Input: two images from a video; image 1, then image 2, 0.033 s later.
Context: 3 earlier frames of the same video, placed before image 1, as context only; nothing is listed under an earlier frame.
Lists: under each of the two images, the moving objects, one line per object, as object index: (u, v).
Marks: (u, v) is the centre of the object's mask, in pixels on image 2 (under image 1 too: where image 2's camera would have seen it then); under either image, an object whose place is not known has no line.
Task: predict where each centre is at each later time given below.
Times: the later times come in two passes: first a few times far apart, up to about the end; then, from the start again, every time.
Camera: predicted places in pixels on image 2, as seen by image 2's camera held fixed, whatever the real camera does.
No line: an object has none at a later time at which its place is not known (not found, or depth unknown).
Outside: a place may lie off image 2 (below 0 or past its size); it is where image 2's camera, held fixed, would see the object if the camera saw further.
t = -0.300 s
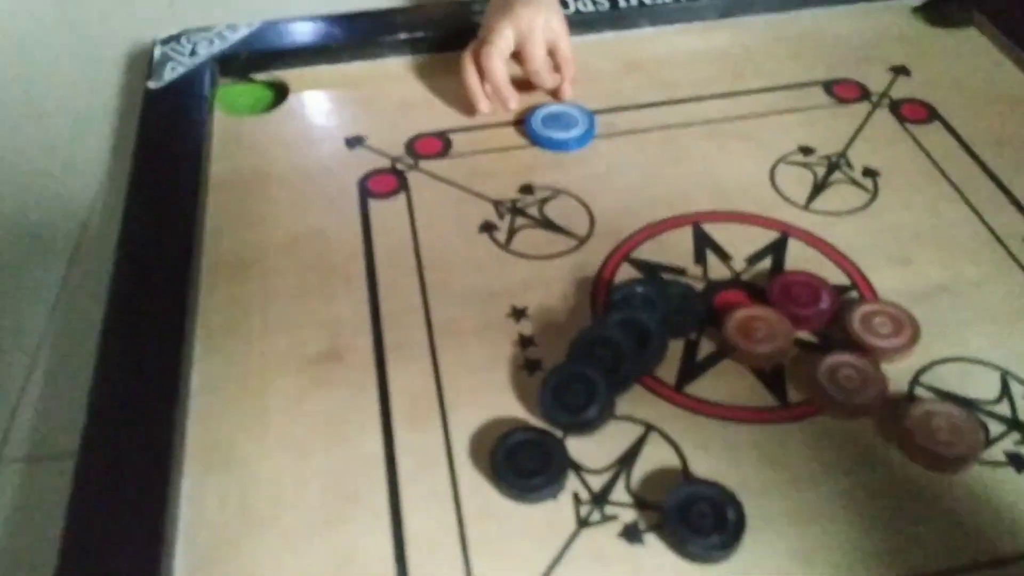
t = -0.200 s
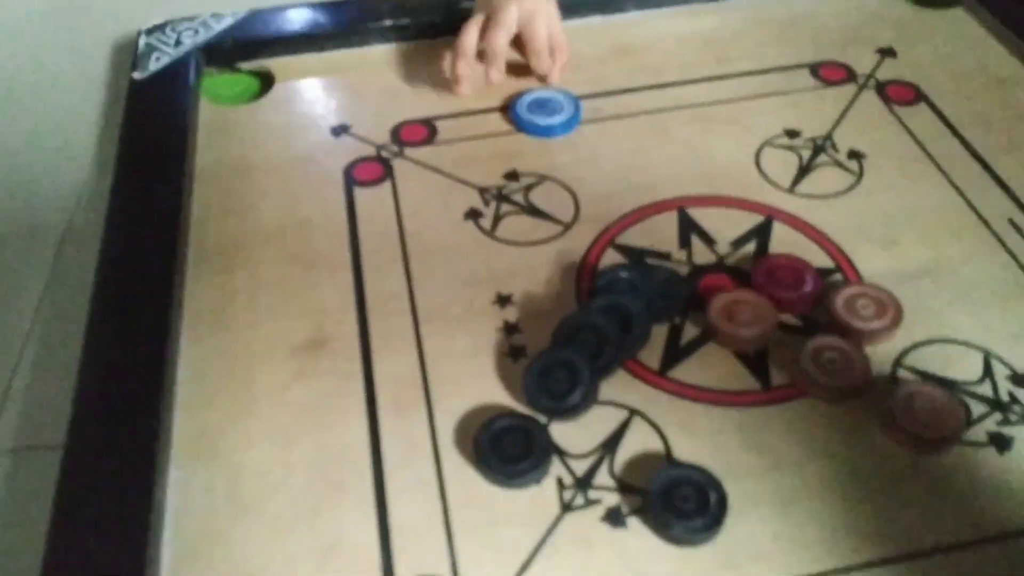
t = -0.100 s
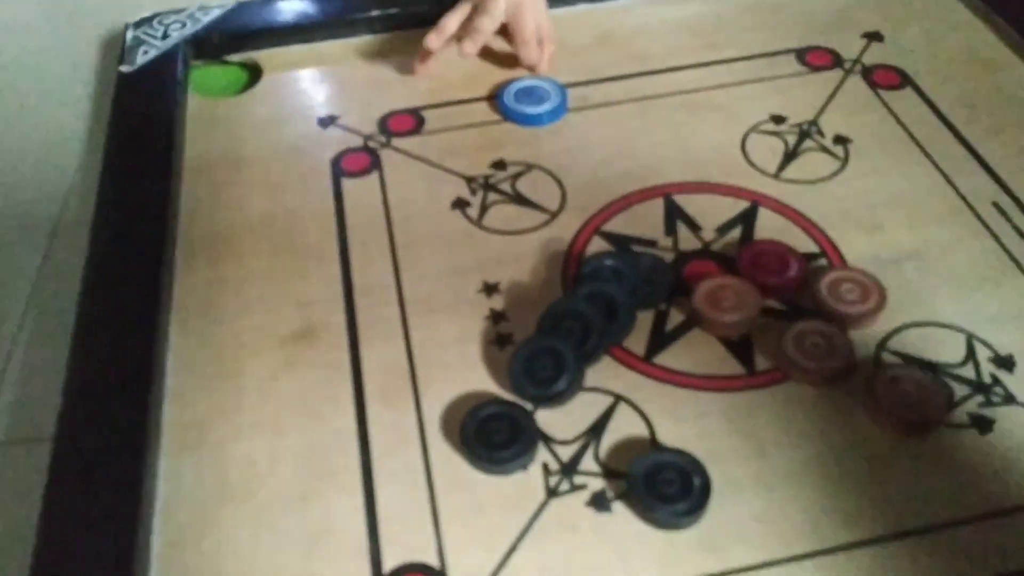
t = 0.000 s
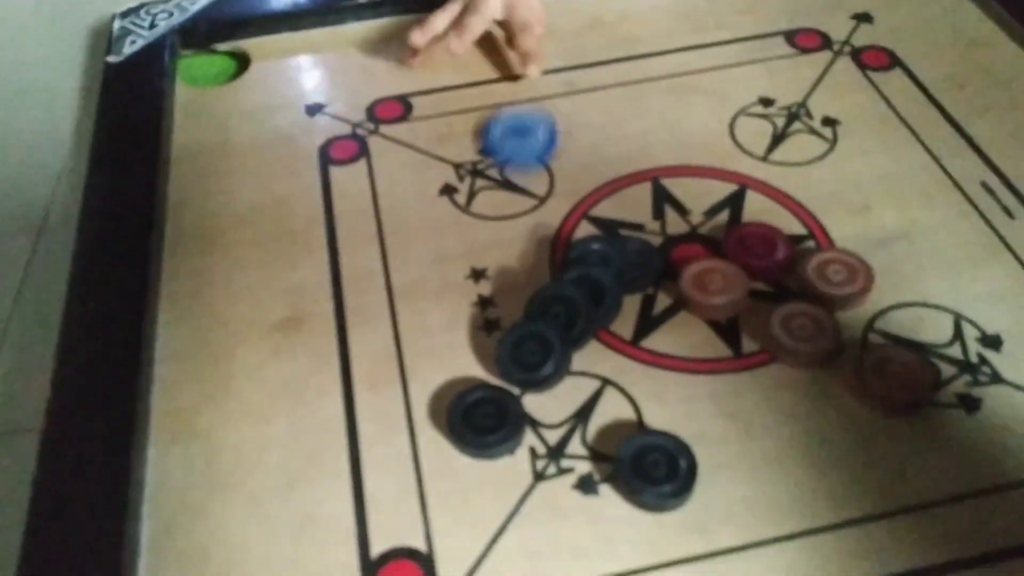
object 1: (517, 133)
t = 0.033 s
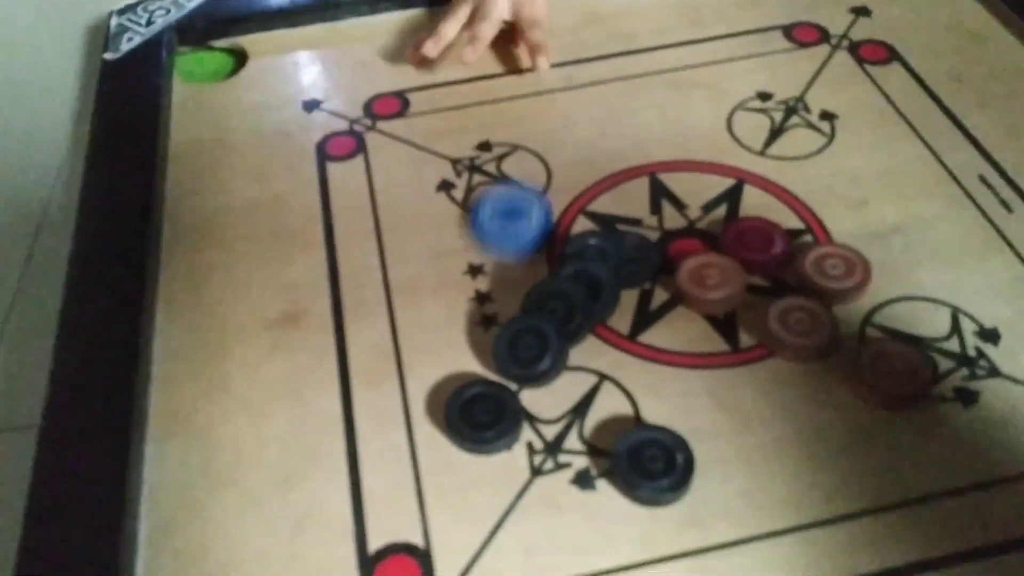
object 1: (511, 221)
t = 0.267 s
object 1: (463, 461)
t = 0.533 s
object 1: (463, 461)
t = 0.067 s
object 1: (492, 308)
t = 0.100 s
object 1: (484, 368)
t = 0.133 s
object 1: (476, 397)
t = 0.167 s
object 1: (475, 421)
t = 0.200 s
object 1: (469, 440)
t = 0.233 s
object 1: (465, 454)
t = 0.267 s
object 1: (463, 461)
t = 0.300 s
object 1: (463, 462)
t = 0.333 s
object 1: (463, 462)
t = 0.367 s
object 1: (463, 462)
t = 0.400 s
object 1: (463, 461)
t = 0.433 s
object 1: (463, 462)
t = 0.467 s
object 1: (463, 461)
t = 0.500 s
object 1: (463, 462)
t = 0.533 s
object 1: (463, 461)
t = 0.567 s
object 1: (463, 462)
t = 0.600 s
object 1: (463, 461)
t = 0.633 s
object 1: (463, 462)
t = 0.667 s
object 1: (463, 462)
